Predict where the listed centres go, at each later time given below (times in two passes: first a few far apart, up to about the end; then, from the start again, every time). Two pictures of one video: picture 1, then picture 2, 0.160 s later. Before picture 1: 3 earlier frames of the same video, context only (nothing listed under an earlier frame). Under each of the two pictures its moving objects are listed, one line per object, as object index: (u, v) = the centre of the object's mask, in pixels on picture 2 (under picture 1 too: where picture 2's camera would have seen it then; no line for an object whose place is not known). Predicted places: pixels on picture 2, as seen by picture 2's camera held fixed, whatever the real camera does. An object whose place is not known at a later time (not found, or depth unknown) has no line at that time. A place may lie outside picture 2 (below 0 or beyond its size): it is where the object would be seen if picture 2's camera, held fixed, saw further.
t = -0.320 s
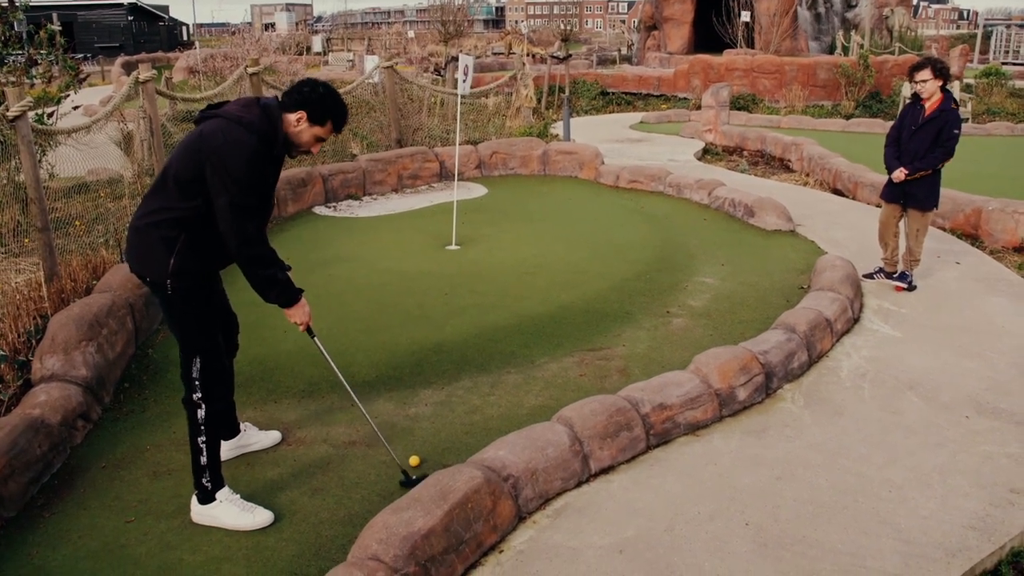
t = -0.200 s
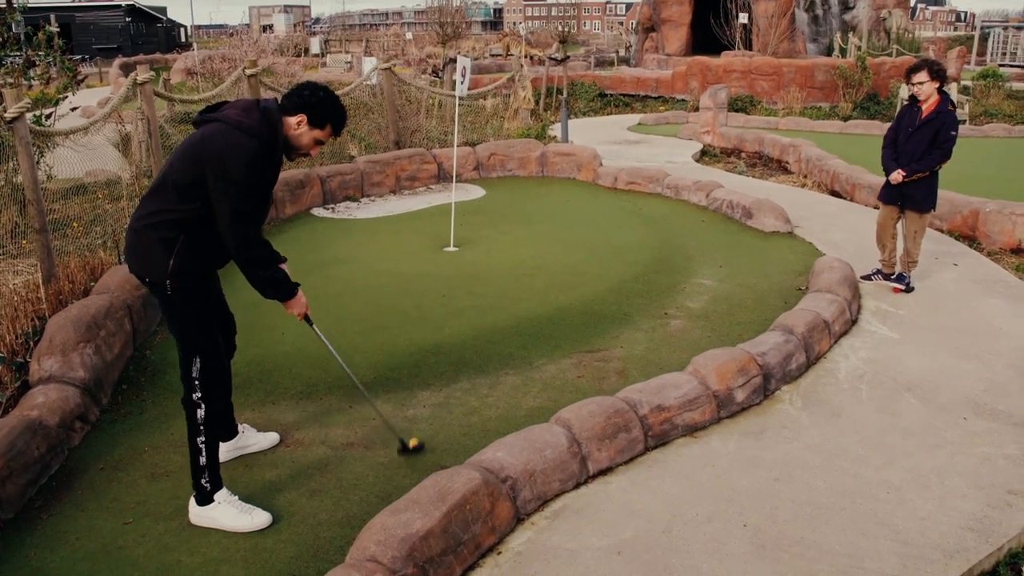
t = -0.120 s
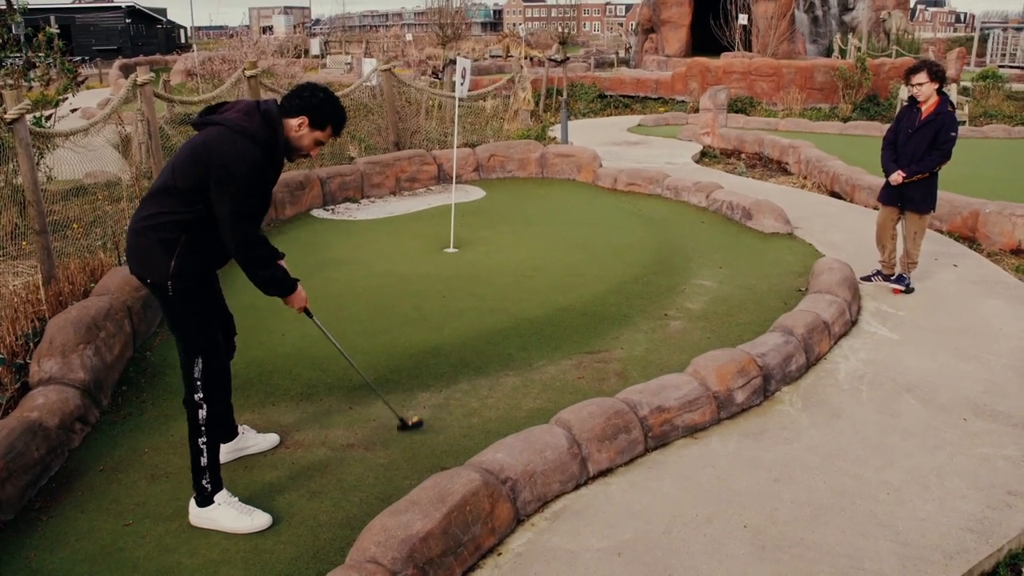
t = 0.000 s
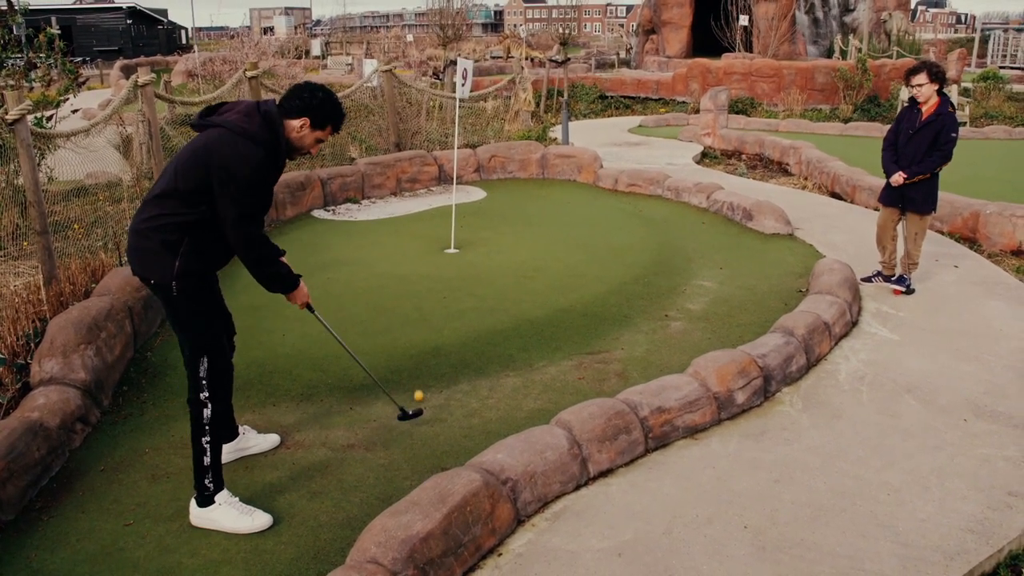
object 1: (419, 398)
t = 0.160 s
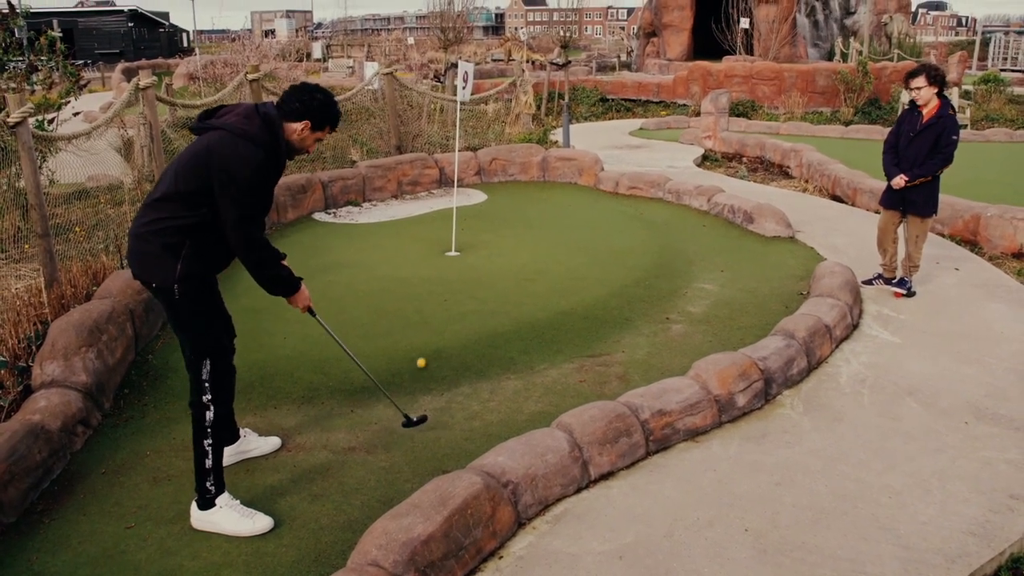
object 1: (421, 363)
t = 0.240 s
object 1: (423, 346)
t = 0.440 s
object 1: (427, 323)
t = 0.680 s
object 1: (432, 301)
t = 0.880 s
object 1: (435, 287)
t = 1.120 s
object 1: (439, 273)
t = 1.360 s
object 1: (441, 261)
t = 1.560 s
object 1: (444, 252)
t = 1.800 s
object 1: (453, 244)
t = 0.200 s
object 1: (422, 354)
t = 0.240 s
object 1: (423, 346)
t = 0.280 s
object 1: (423, 341)
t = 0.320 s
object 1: (424, 335)
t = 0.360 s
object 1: (425, 331)
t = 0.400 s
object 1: (426, 327)
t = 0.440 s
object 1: (427, 323)
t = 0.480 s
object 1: (428, 319)
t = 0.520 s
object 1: (429, 315)
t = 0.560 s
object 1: (430, 312)
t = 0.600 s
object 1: (431, 308)
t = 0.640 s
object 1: (432, 305)
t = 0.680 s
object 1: (432, 301)
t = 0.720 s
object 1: (433, 299)
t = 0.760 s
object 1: (434, 296)
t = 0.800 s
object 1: (434, 293)
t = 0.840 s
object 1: (435, 290)
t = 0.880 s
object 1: (435, 287)
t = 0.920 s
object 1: (436, 285)
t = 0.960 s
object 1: (436, 282)
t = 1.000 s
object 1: (437, 280)
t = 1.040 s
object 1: (437, 278)
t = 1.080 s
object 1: (438, 275)
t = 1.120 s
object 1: (439, 273)
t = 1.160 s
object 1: (439, 271)
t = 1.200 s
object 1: (439, 269)
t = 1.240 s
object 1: (440, 267)
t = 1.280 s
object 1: (440, 265)
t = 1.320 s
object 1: (441, 262)
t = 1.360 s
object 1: (441, 261)
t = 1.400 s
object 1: (442, 259)
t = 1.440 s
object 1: (442, 257)
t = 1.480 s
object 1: (443, 255)
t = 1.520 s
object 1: (443, 253)
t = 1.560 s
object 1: (444, 252)
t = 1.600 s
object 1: (445, 251)
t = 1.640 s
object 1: (446, 250)
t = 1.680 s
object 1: (447, 248)
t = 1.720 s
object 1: (448, 247)
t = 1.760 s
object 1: (450, 246)
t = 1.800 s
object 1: (453, 244)
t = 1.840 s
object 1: (453, 244)
